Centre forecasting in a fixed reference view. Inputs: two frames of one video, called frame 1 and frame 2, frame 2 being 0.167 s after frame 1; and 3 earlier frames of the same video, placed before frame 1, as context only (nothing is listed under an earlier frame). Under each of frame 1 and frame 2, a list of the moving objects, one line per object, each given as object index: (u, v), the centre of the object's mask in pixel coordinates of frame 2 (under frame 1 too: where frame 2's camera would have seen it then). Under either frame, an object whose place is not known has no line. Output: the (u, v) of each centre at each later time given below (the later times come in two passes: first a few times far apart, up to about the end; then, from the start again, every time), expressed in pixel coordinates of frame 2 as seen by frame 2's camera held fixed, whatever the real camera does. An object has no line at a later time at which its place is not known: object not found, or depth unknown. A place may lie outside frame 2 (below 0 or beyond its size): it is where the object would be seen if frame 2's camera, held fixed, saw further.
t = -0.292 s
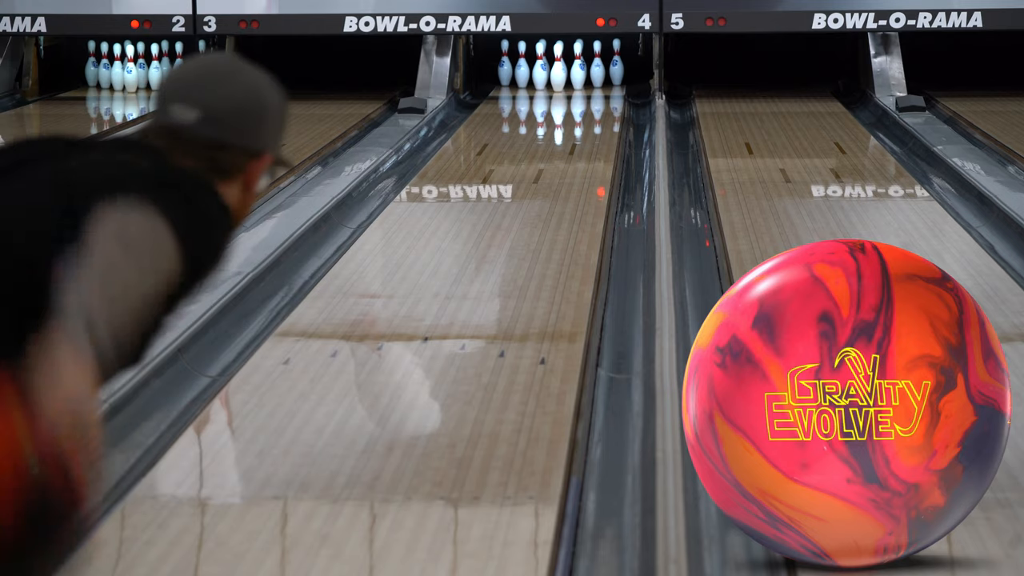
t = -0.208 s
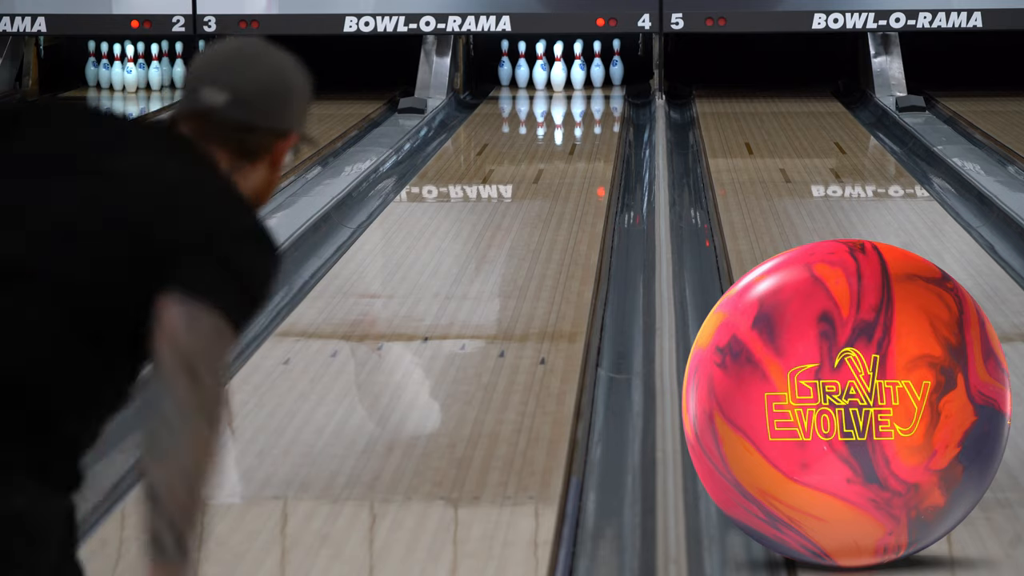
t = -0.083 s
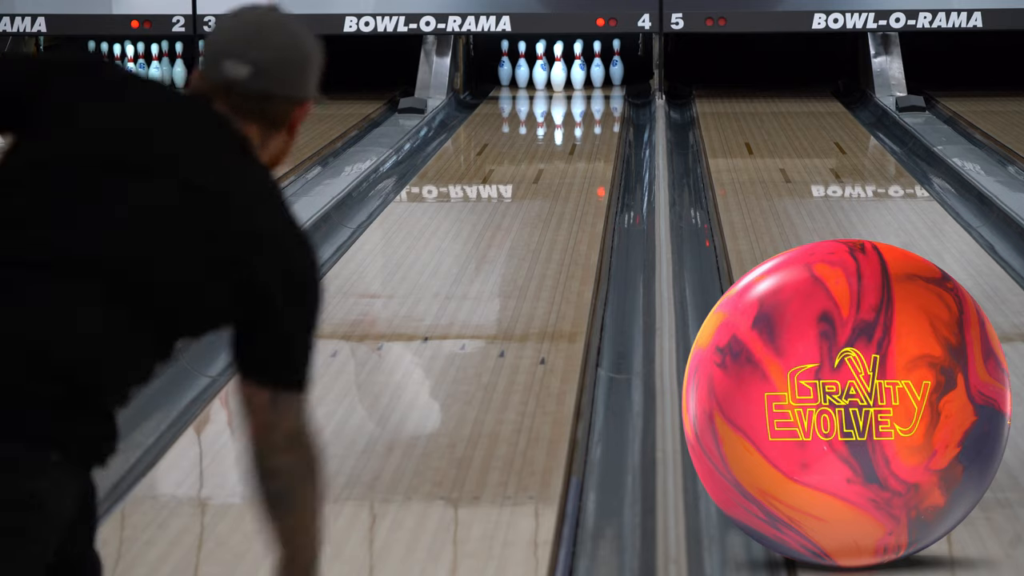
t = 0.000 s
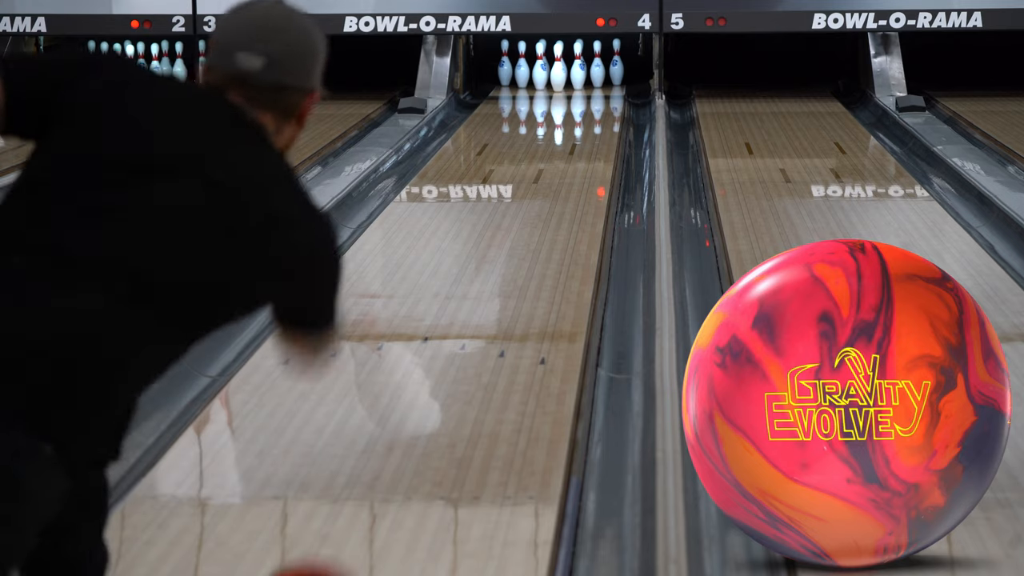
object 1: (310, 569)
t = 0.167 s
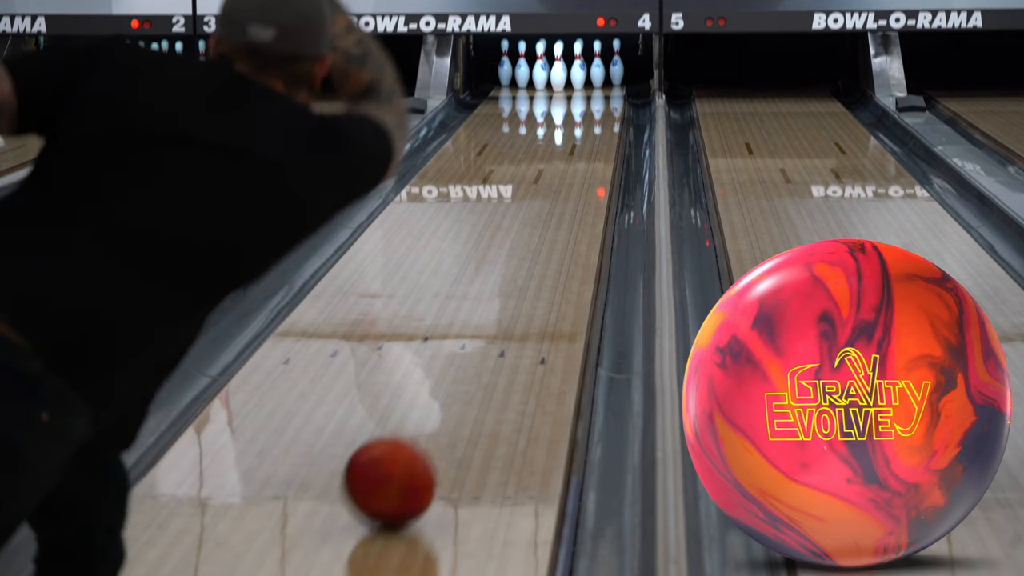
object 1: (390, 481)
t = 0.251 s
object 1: (418, 431)
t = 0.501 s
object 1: (481, 320)
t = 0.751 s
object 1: (519, 249)
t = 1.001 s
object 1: (546, 199)
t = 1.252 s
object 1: (564, 162)
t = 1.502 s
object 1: (576, 135)
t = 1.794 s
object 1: (584, 110)
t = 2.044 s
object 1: (582, 93)
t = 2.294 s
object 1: (574, 79)
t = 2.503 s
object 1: (582, 74)
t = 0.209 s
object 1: (405, 454)
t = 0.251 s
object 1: (418, 431)
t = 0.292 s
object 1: (431, 408)
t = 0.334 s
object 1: (443, 387)
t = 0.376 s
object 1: (453, 369)
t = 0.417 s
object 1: (463, 351)
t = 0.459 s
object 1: (472, 335)
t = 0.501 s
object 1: (481, 320)
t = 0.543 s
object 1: (488, 306)
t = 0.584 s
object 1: (496, 293)
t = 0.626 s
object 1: (502, 281)
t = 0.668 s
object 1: (508, 270)
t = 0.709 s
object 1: (514, 259)
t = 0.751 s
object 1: (519, 249)
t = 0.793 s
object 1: (524, 239)
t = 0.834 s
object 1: (529, 230)
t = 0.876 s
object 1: (534, 222)
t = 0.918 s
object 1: (538, 214)
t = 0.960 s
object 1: (542, 206)
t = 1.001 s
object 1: (546, 199)
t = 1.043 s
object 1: (549, 192)
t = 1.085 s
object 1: (552, 185)
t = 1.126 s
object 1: (555, 179)
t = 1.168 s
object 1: (558, 173)
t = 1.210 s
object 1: (561, 168)
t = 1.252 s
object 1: (564, 162)
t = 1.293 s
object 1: (566, 157)
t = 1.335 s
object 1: (568, 152)
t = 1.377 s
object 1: (571, 148)
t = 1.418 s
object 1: (573, 143)
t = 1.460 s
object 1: (574, 139)
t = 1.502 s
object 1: (576, 135)
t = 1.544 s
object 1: (578, 130)
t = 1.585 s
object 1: (580, 127)
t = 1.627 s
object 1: (581, 123)
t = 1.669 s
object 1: (582, 119)
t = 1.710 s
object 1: (583, 116)
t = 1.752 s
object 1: (584, 113)
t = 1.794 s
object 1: (584, 110)
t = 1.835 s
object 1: (584, 106)
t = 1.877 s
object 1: (584, 104)
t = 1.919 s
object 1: (584, 101)
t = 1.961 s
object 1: (583, 98)
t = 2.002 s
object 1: (583, 95)
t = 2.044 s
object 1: (582, 93)
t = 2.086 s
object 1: (581, 91)
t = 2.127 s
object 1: (580, 89)
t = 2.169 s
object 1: (579, 87)
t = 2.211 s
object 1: (578, 85)
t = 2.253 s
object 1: (577, 82)
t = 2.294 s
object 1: (574, 79)
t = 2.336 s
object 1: (576, 78)
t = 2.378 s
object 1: (579, 76)
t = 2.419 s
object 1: (581, 76)
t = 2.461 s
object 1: (582, 74)
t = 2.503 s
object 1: (582, 74)
